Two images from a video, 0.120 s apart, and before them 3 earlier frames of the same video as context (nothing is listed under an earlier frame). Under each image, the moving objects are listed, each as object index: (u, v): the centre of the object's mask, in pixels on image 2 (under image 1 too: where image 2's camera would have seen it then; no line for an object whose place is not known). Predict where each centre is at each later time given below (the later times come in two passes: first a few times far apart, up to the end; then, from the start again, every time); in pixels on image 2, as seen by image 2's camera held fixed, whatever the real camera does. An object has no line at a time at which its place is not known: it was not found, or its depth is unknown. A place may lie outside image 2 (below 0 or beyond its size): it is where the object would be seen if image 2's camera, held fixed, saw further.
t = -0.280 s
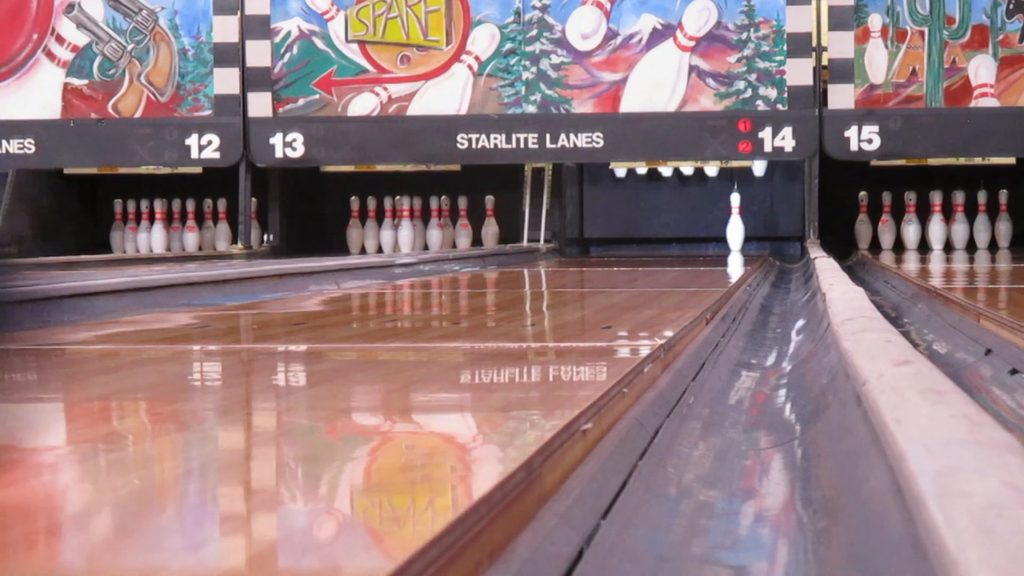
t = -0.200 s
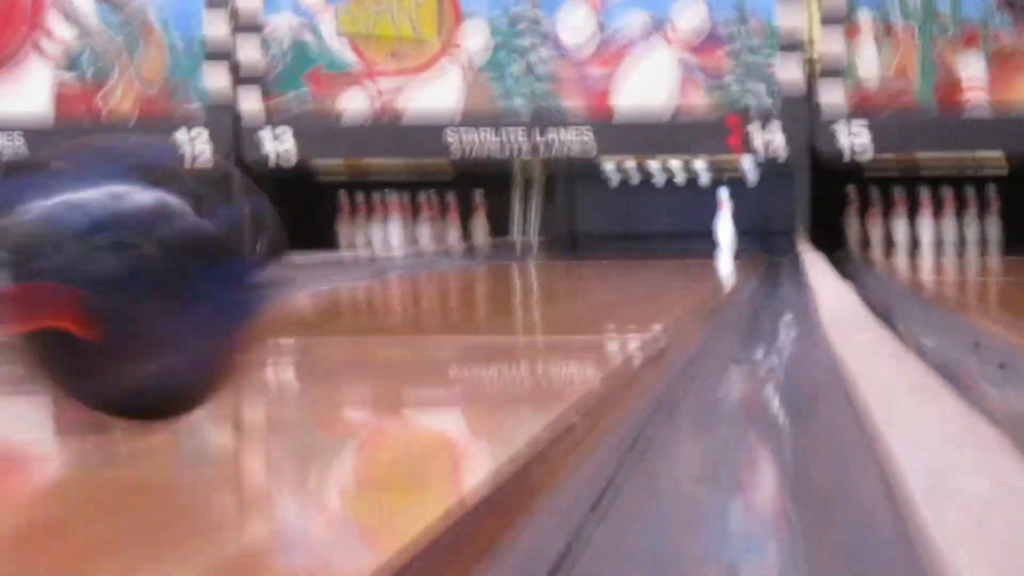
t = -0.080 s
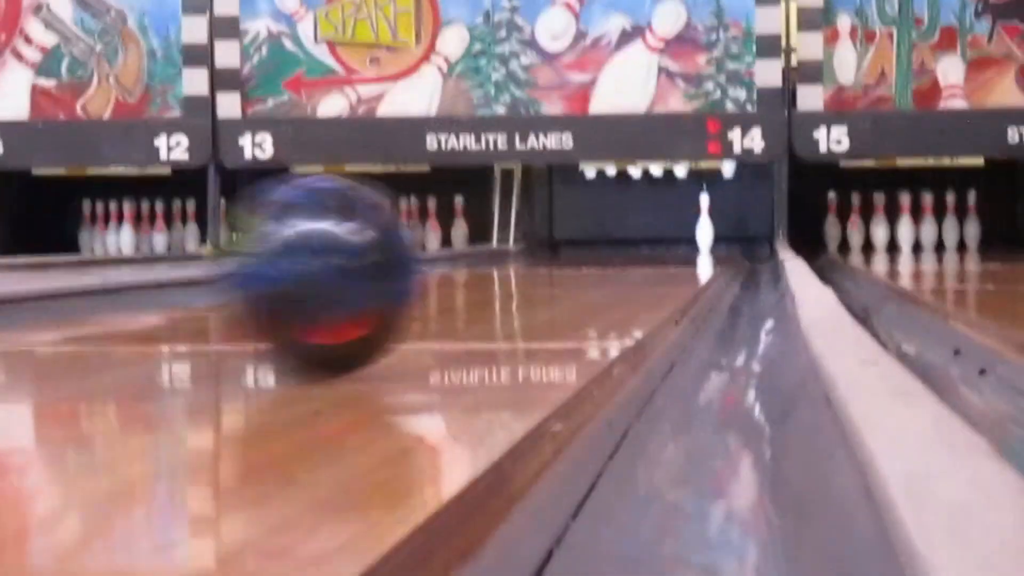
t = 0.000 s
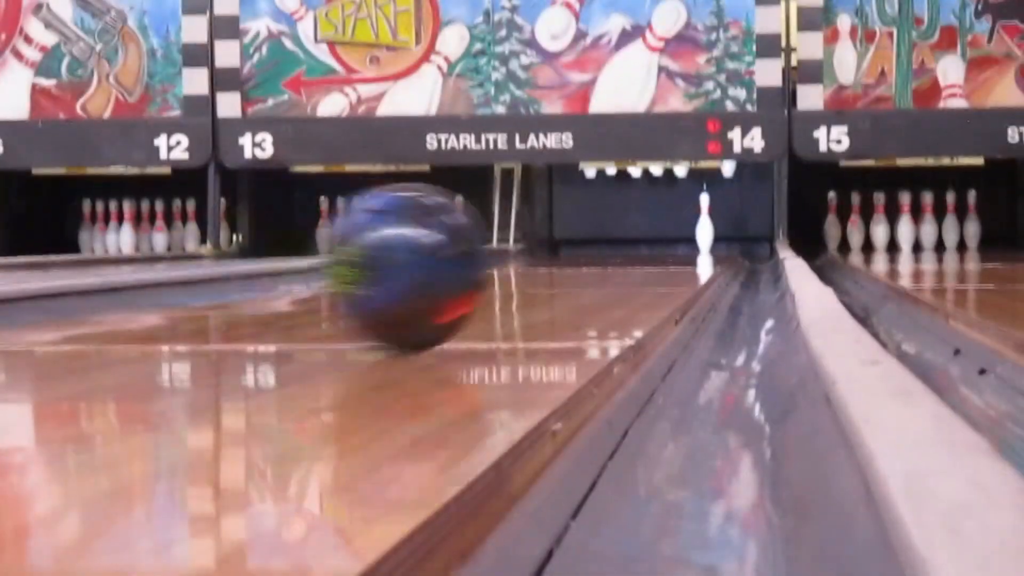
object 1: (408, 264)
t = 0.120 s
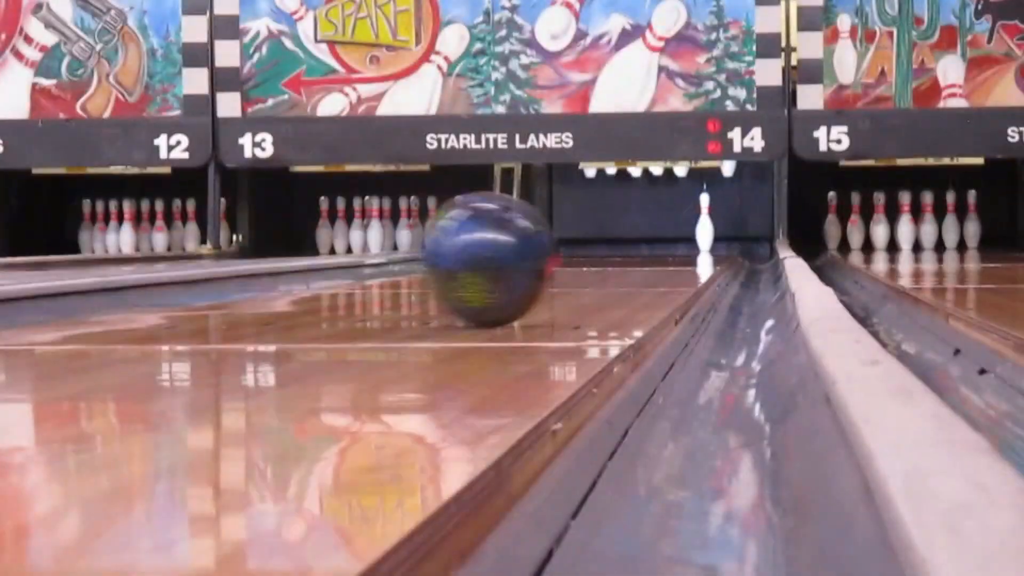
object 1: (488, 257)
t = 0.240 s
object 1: (544, 254)
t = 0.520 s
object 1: (617, 246)
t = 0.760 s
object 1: (653, 242)
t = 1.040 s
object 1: (681, 239)
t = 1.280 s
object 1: (697, 238)
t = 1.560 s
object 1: (710, 238)
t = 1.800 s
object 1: (719, 235)
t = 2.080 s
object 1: (725, 237)
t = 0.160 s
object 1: (509, 256)
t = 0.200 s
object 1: (526, 255)
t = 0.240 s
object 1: (544, 254)
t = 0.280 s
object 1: (557, 253)
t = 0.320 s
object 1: (570, 251)
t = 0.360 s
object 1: (581, 250)
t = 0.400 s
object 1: (591, 249)
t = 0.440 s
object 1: (599, 248)
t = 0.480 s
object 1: (609, 247)
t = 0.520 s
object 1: (617, 246)
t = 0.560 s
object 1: (625, 245)
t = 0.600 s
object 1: (631, 244)
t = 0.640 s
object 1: (637, 243)
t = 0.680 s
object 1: (643, 243)
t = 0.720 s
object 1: (648, 242)
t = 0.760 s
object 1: (653, 242)
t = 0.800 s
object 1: (658, 241)
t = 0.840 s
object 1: (663, 240)
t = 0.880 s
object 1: (667, 240)
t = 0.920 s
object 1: (671, 240)
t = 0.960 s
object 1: (674, 239)
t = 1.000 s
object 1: (678, 239)
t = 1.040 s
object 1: (681, 239)
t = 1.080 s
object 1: (685, 239)
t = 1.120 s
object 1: (688, 239)
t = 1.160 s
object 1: (690, 239)
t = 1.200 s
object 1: (692, 239)
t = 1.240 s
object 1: (694, 239)
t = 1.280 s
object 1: (697, 238)
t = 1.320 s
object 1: (700, 238)
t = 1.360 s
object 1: (701, 238)
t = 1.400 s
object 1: (702, 238)
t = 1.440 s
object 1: (705, 237)
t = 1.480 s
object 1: (707, 237)
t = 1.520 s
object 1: (709, 237)
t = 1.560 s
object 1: (710, 238)
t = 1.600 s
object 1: (713, 236)
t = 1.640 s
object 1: (713, 236)
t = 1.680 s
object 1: (715, 235)
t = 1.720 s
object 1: (716, 235)
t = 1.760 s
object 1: (717, 235)
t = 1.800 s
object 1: (719, 235)
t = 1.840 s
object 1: (719, 235)
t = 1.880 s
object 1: (720, 236)
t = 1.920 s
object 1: (721, 236)
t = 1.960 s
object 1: (722, 236)
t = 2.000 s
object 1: (723, 236)
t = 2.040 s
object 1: (723, 235)
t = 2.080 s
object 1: (725, 237)
